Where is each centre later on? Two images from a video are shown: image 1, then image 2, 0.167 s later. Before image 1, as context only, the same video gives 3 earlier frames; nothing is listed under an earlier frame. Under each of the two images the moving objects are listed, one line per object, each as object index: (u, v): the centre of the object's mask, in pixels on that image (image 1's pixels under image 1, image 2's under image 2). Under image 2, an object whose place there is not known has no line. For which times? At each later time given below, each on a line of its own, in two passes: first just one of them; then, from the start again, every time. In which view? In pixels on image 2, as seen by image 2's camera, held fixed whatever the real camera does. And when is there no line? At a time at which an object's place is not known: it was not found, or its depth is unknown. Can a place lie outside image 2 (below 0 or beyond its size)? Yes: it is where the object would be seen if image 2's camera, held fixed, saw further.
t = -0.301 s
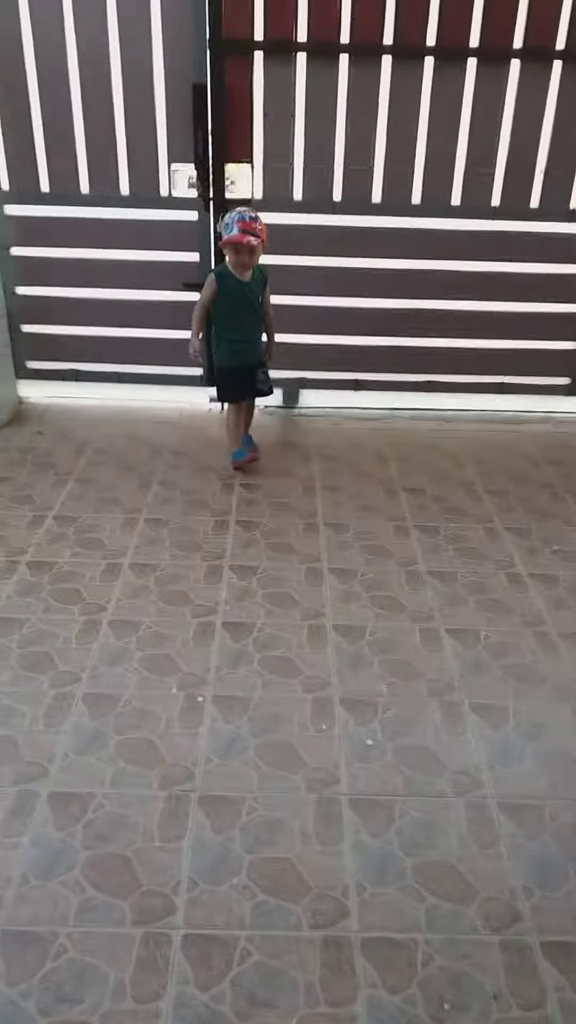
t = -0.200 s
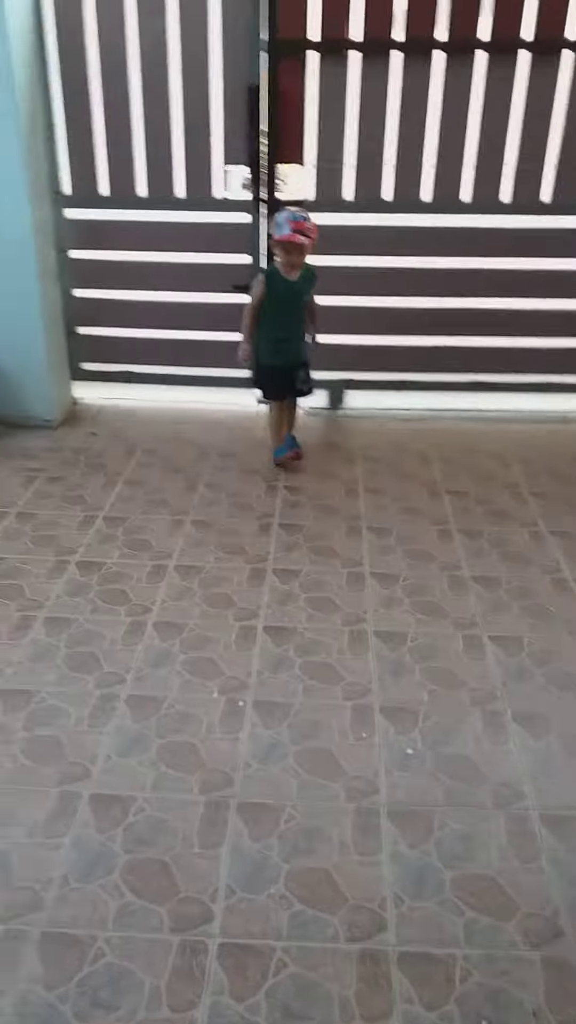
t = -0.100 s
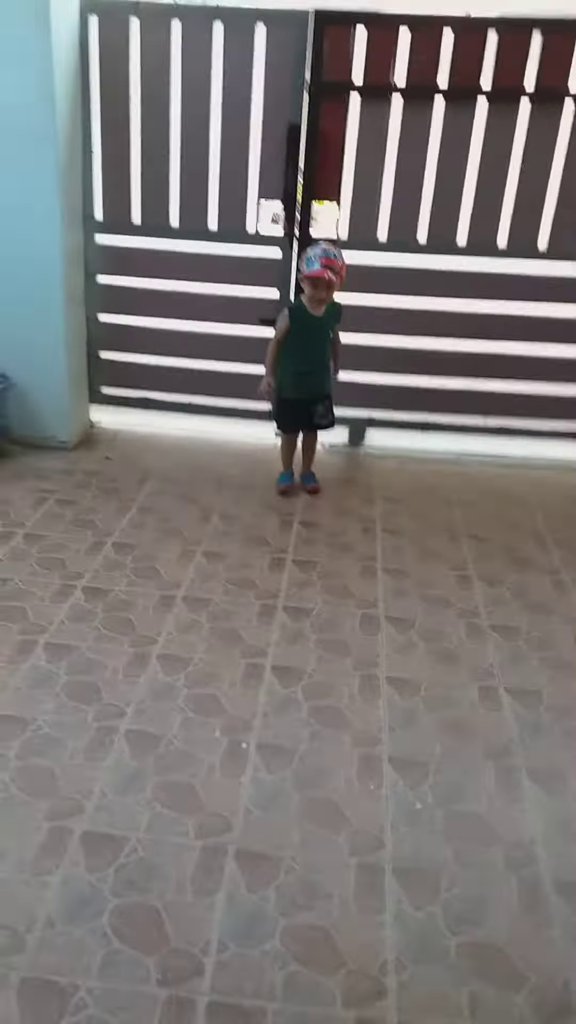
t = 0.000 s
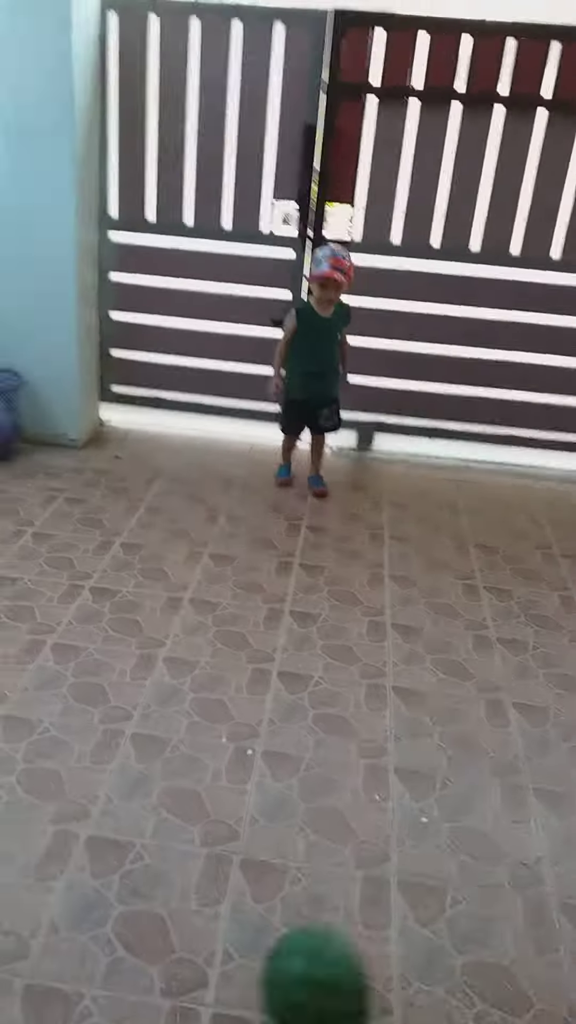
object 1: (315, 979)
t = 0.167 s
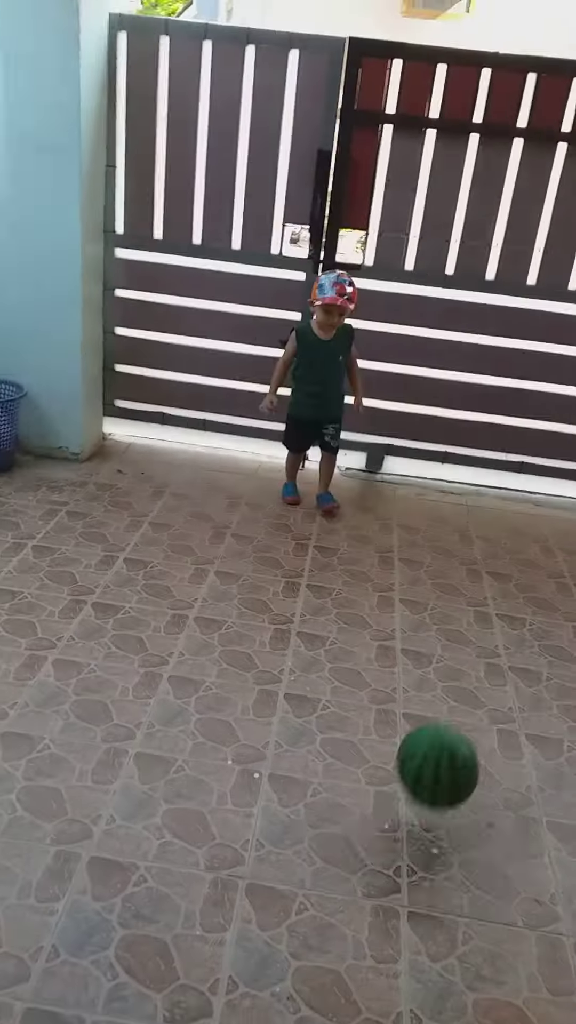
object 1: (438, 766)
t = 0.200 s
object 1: (452, 738)
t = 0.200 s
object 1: (452, 738)
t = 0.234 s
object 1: (464, 717)
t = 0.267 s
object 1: (475, 706)
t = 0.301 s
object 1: (485, 684)
